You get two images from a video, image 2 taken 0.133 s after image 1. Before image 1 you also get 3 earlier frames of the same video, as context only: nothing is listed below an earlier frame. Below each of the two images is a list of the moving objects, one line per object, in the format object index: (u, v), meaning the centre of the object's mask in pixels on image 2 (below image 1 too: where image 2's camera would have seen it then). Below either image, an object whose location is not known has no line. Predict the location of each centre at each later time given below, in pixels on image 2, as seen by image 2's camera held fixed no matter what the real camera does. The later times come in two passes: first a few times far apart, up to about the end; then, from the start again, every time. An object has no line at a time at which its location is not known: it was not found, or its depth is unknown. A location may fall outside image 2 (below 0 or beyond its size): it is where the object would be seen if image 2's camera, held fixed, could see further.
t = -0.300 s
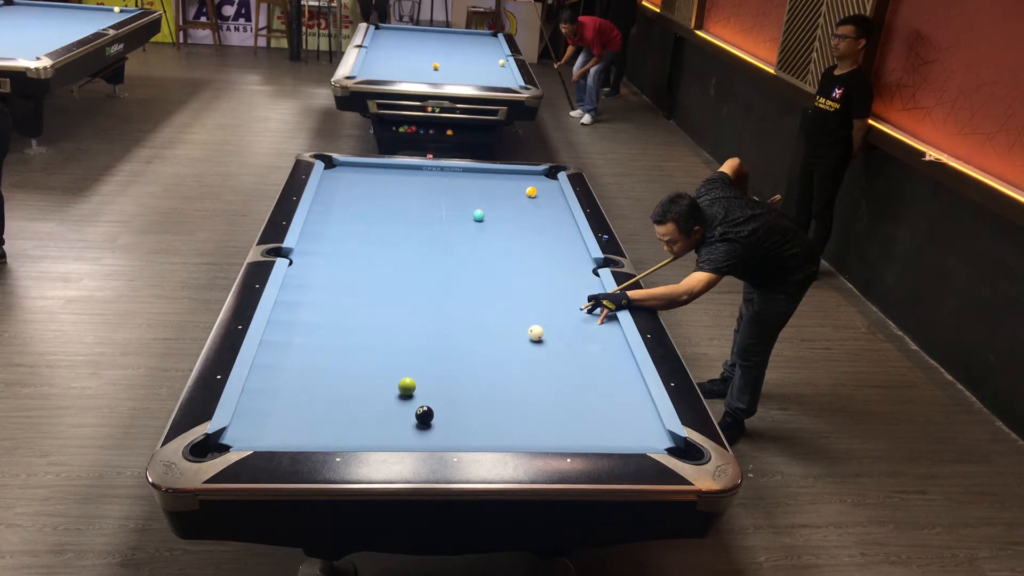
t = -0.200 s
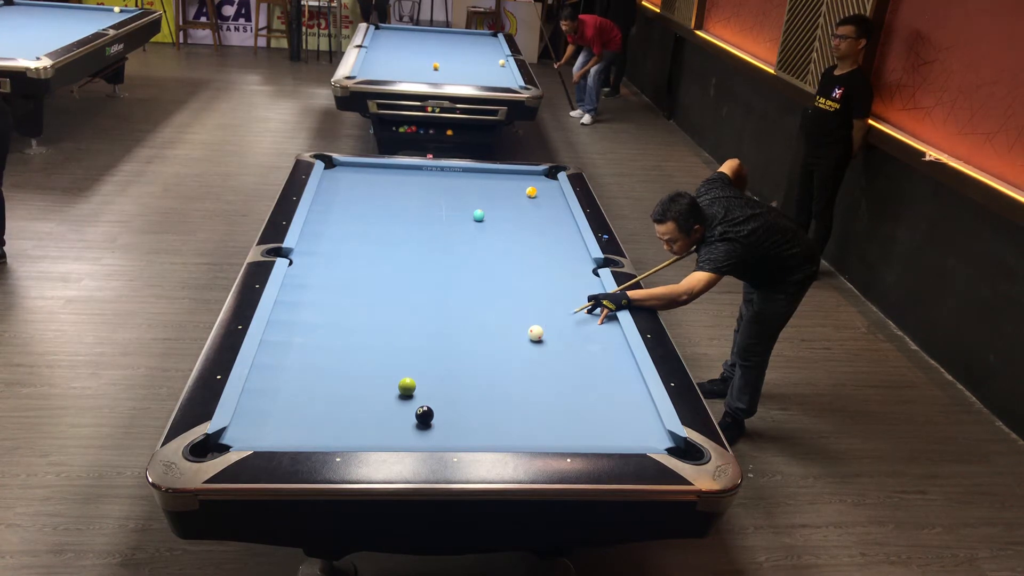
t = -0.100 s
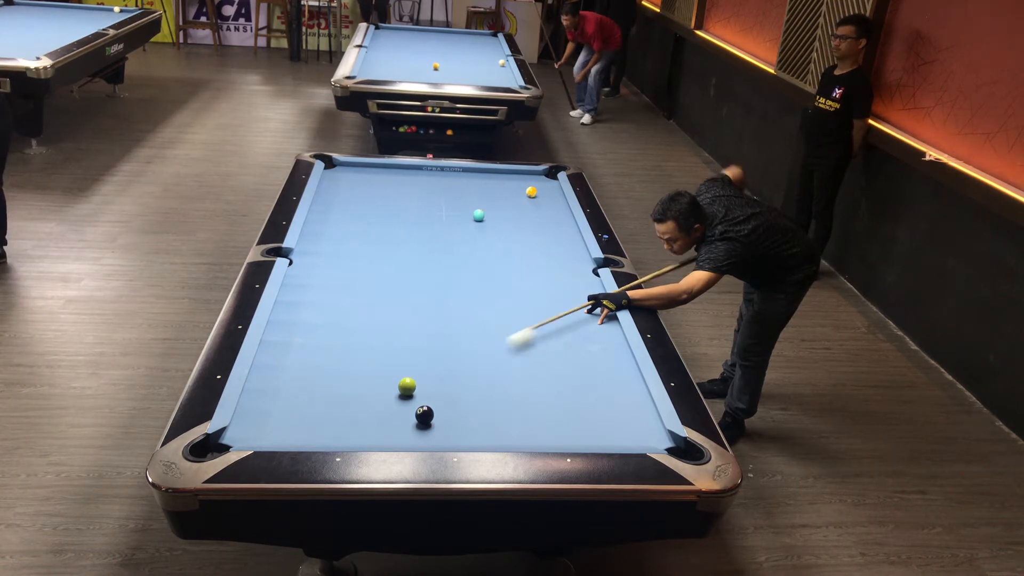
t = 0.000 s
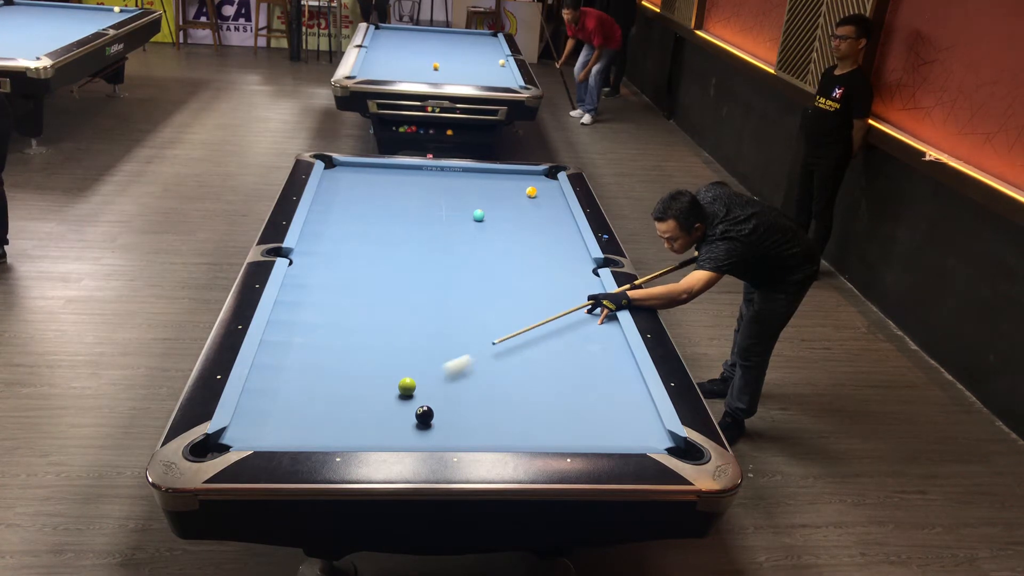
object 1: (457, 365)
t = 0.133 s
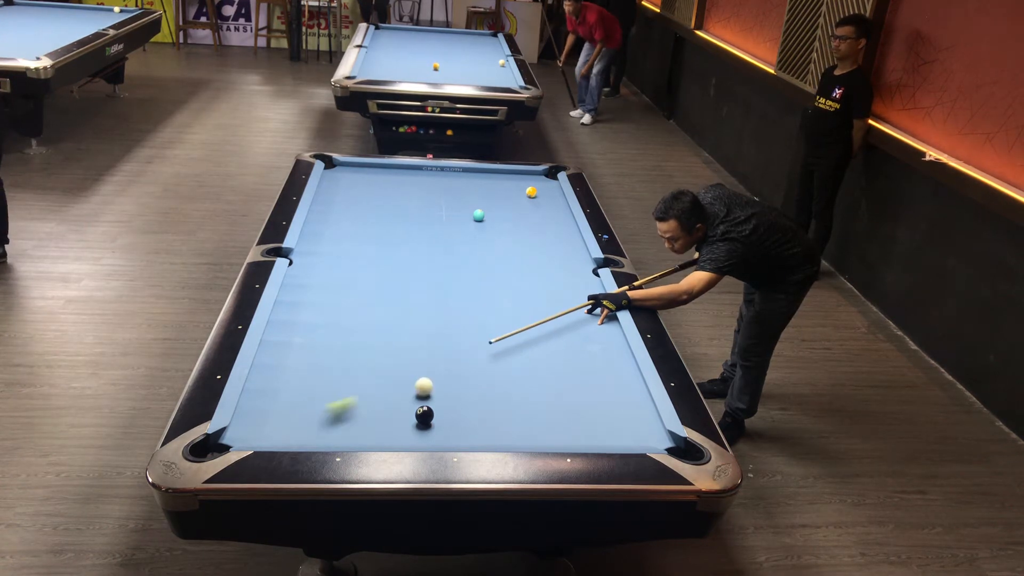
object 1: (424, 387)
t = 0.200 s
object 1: (421, 393)
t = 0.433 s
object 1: (390, 421)
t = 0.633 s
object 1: (349, 434)
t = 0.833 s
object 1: (303, 420)
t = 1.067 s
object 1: (253, 405)
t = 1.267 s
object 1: (270, 391)
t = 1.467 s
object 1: (294, 377)
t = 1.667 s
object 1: (317, 363)
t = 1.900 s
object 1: (341, 350)
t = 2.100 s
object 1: (359, 340)
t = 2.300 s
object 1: (376, 331)
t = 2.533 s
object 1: (394, 321)
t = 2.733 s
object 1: (407, 313)
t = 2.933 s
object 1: (420, 306)
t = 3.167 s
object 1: (433, 299)
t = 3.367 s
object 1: (443, 293)
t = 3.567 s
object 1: (453, 288)
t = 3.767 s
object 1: (462, 283)
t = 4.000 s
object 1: (471, 278)
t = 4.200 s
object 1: (479, 274)
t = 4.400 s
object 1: (485, 271)
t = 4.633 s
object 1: (492, 267)
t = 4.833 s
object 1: (497, 264)
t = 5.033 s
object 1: (502, 261)
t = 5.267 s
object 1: (507, 259)
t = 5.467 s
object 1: (510, 257)
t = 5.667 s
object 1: (514, 255)
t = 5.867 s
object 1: (517, 254)
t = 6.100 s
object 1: (520, 252)
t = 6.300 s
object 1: (522, 251)
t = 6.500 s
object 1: (523, 251)
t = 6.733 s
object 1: (525, 250)
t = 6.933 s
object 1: (525, 250)
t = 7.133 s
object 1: (525, 249)
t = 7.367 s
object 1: (525, 250)
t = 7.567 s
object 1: (525, 250)
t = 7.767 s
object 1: (525, 250)
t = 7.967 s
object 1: (525, 250)
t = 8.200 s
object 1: (525, 250)
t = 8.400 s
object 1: (525, 250)
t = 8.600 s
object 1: (525, 250)
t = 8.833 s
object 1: (525, 250)
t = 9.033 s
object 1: (525, 250)
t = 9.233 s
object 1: (525, 249)
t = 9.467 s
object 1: (525, 249)
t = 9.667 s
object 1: (525, 250)
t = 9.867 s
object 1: (525, 249)
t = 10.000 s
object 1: (525, 250)
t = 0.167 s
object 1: (423, 390)
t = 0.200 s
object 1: (421, 393)
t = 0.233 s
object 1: (419, 395)
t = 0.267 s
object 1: (416, 399)
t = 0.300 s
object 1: (412, 403)
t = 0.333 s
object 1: (407, 407)
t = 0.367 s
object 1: (402, 412)
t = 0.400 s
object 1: (396, 417)
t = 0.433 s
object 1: (390, 421)
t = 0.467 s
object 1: (384, 426)
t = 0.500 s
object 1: (378, 431)
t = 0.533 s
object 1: (371, 434)
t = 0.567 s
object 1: (365, 436)
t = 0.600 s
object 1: (356, 435)
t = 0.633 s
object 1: (349, 434)
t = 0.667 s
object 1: (341, 431)
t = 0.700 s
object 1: (333, 430)
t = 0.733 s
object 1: (326, 427)
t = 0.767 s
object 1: (318, 425)
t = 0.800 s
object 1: (310, 423)
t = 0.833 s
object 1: (303, 420)
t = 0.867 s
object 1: (296, 418)
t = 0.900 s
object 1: (289, 416)
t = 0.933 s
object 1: (281, 414)
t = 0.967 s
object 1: (274, 412)
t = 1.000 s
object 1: (267, 410)
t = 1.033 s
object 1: (260, 407)
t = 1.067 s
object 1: (253, 405)
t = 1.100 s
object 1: (248, 403)
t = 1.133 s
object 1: (252, 401)
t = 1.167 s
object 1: (257, 398)
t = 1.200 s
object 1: (261, 396)
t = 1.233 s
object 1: (265, 393)
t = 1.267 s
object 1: (270, 391)
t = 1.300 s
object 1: (274, 388)
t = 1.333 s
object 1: (279, 385)
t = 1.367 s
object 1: (283, 383)
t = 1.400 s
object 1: (287, 381)
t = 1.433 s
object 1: (291, 379)
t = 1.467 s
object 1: (294, 377)
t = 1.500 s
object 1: (298, 374)
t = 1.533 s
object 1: (302, 372)
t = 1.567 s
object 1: (306, 370)
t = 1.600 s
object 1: (309, 368)
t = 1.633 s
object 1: (313, 366)
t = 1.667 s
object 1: (317, 363)
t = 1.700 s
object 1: (320, 362)
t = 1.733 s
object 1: (324, 360)
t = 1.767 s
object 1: (327, 358)
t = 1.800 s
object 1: (331, 356)
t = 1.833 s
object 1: (334, 354)
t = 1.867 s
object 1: (337, 352)
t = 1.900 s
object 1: (341, 350)
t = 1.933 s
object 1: (344, 349)
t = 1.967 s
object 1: (347, 347)
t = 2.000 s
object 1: (350, 345)
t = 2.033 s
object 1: (353, 343)
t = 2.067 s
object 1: (356, 342)
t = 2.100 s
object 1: (359, 340)
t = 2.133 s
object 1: (362, 338)
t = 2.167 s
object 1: (365, 337)
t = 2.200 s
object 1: (368, 335)
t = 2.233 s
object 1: (370, 334)
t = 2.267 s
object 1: (373, 332)
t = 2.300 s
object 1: (376, 331)
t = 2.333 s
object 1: (378, 329)
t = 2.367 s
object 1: (381, 328)
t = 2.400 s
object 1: (384, 326)
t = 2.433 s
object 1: (386, 325)
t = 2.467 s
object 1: (389, 323)
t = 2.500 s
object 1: (391, 322)
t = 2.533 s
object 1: (394, 321)
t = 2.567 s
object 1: (396, 320)
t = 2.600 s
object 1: (398, 318)
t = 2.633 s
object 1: (400, 317)
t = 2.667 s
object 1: (403, 316)
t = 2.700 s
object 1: (405, 314)
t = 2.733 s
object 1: (407, 313)
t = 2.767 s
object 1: (409, 312)
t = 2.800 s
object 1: (412, 311)
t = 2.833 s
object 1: (414, 310)
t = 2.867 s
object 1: (416, 308)
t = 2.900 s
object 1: (418, 307)
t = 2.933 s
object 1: (420, 306)
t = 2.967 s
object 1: (422, 305)
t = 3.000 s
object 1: (424, 304)
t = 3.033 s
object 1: (426, 303)
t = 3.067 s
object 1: (427, 302)
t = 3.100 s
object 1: (429, 301)
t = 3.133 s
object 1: (431, 300)
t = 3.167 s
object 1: (433, 299)
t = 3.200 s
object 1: (435, 298)
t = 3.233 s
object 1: (437, 297)
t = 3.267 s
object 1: (439, 296)
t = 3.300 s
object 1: (440, 295)
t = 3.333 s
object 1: (442, 294)
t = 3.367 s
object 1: (443, 293)
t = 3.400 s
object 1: (445, 292)
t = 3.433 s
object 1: (447, 291)
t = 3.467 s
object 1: (449, 291)
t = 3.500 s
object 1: (450, 290)
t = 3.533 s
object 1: (451, 289)
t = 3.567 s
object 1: (453, 288)
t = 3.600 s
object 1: (454, 287)
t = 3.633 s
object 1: (456, 286)
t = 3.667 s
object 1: (457, 286)
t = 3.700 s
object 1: (459, 285)
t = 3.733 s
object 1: (460, 284)
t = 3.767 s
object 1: (462, 283)
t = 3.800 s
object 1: (463, 283)
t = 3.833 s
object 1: (465, 282)
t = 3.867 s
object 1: (466, 281)
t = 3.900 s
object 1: (467, 280)
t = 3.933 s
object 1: (468, 280)
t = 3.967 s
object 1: (470, 279)
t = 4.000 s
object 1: (471, 278)
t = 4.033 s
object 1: (472, 278)
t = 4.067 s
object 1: (474, 277)
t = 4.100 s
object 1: (475, 276)
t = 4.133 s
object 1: (476, 275)
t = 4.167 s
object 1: (478, 275)
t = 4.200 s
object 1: (479, 274)
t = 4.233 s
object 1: (480, 273)
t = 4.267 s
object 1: (481, 273)
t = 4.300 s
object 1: (482, 273)
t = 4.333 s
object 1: (483, 272)
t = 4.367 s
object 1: (484, 271)
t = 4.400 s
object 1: (485, 271)
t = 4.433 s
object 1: (486, 270)
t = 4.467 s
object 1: (487, 270)
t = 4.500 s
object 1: (488, 269)
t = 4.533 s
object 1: (489, 268)
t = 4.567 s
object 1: (490, 268)
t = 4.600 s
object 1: (491, 267)
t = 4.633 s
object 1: (492, 267)
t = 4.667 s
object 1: (493, 266)
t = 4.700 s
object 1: (494, 266)
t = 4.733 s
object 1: (495, 265)
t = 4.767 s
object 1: (495, 265)
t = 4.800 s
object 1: (496, 264)
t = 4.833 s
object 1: (497, 264)
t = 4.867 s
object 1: (498, 263)
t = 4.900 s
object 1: (499, 263)
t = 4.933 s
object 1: (500, 263)
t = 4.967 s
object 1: (500, 262)
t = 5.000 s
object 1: (501, 262)
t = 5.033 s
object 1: (502, 261)
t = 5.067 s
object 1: (503, 261)
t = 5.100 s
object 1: (503, 261)
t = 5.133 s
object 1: (504, 260)
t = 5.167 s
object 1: (505, 260)
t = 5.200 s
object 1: (505, 259)
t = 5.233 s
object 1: (506, 259)
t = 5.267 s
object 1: (507, 259)
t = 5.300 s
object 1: (507, 258)
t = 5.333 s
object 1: (508, 258)
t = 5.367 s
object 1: (509, 258)
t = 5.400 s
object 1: (509, 257)
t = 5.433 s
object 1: (510, 257)
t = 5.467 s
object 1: (510, 257)
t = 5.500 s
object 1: (511, 256)
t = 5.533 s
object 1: (512, 256)
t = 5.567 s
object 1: (512, 256)
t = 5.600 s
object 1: (513, 256)
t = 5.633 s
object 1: (514, 255)
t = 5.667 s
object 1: (514, 255)
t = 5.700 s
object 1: (514, 255)
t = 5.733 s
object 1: (515, 255)
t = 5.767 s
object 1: (515, 255)
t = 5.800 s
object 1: (516, 254)
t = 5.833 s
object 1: (516, 254)
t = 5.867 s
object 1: (517, 254)
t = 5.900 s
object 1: (517, 253)
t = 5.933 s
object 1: (518, 253)
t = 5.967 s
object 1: (518, 253)
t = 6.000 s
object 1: (519, 253)
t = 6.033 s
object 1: (519, 252)
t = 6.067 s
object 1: (520, 252)
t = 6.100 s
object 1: (520, 252)
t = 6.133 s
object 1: (520, 252)
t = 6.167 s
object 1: (521, 252)
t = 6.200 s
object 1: (521, 252)
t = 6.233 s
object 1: (521, 251)
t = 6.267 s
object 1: (522, 251)
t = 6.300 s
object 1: (522, 251)
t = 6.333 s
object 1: (522, 251)
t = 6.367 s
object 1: (522, 251)
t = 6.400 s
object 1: (523, 251)
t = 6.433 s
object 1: (523, 251)
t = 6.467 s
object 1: (523, 251)
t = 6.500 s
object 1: (523, 251)
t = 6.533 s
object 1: (524, 251)
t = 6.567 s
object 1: (524, 250)
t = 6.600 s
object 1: (524, 250)
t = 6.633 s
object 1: (524, 250)
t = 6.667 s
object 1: (525, 250)
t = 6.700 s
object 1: (525, 250)
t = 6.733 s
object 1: (525, 250)
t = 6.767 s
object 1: (525, 250)
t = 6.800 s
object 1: (525, 250)
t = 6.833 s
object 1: (525, 250)
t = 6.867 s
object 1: (525, 250)
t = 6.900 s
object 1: (525, 250)
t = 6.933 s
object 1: (525, 250)
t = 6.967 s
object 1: (525, 250)
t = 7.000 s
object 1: (525, 250)
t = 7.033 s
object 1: (525, 250)
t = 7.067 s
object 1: (525, 250)
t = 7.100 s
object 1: (525, 250)
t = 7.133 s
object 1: (525, 249)
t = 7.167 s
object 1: (525, 250)
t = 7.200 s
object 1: (525, 250)
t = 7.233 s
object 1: (525, 250)
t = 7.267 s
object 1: (525, 250)
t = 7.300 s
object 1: (525, 250)
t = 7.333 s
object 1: (525, 250)
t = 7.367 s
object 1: (525, 250)
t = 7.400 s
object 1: (525, 250)
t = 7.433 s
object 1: (525, 250)
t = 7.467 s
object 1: (525, 250)
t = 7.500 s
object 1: (525, 250)
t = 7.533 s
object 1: (525, 250)
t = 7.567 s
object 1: (525, 250)
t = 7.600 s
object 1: (525, 250)
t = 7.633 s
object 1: (525, 250)
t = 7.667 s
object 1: (525, 250)
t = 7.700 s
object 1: (525, 250)
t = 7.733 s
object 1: (525, 250)
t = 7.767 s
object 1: (525, 250)
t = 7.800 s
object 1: (525, 250)
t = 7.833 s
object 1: (525, 250)
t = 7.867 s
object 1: (525, 250)
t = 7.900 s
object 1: (525, 250)
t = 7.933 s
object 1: (525, 250)
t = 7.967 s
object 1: (525, 250)
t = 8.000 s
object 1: (525, 250)
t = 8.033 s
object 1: (525, 250)
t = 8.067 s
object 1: (525, 250)
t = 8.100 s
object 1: (525, 250)
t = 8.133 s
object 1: (525, 250)
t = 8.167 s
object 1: (525, 250)
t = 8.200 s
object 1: (525, 250)
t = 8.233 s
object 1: (525, 250)
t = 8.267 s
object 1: (525, 250)
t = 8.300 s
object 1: (525, 250)
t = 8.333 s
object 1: (525, 250)
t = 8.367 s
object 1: (525, 250)
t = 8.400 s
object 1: (525, 250)
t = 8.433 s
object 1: (525, 250)
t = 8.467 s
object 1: (525, 250)
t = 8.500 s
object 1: (525, 250)
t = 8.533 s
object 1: (525, 250)
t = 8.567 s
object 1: (525, 250)
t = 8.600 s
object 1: (525, 250)
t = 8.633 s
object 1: (525, 250)
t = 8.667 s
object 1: (525, 250)
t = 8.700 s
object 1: (525, 250)
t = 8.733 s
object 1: (525, 250)
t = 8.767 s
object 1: (525, 249)
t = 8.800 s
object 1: (525, 250)
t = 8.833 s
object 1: (525, 250)
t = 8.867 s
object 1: (525, 250)
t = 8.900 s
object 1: (525, 250)
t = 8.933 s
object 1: (525, 250)
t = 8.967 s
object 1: (525, 250)
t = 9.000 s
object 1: (525, 250)
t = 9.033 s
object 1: (525, 250)
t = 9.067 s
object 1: (525, 250)
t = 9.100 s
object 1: (525, 250)
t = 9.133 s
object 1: (525, 250)
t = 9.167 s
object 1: (525, 250)
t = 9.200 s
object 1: (525, 250)
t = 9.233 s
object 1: (525, 249)
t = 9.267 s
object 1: (525, 249)
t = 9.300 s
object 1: (525, 250)
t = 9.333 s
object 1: (525, 250)
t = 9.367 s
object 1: (525, 250)
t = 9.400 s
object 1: (525, 250)
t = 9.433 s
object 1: (525, 250)
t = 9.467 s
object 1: (525, 249)
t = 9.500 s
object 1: (525, 250)
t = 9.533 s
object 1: (525, 249)
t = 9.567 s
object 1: (525, 250)
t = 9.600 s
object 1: (525, 250)
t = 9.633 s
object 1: (525, 250)
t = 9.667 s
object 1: (525, 250)
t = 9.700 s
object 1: (525, 250)
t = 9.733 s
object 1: (525, 250)
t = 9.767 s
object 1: (525, 249)
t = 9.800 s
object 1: (525, 250)
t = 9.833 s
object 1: (525, 250)
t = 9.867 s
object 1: (525, 249)
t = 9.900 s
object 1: (525, 250)
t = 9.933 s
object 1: (525, 250)
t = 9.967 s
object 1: (525, 250)
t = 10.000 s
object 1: (525, 250)
